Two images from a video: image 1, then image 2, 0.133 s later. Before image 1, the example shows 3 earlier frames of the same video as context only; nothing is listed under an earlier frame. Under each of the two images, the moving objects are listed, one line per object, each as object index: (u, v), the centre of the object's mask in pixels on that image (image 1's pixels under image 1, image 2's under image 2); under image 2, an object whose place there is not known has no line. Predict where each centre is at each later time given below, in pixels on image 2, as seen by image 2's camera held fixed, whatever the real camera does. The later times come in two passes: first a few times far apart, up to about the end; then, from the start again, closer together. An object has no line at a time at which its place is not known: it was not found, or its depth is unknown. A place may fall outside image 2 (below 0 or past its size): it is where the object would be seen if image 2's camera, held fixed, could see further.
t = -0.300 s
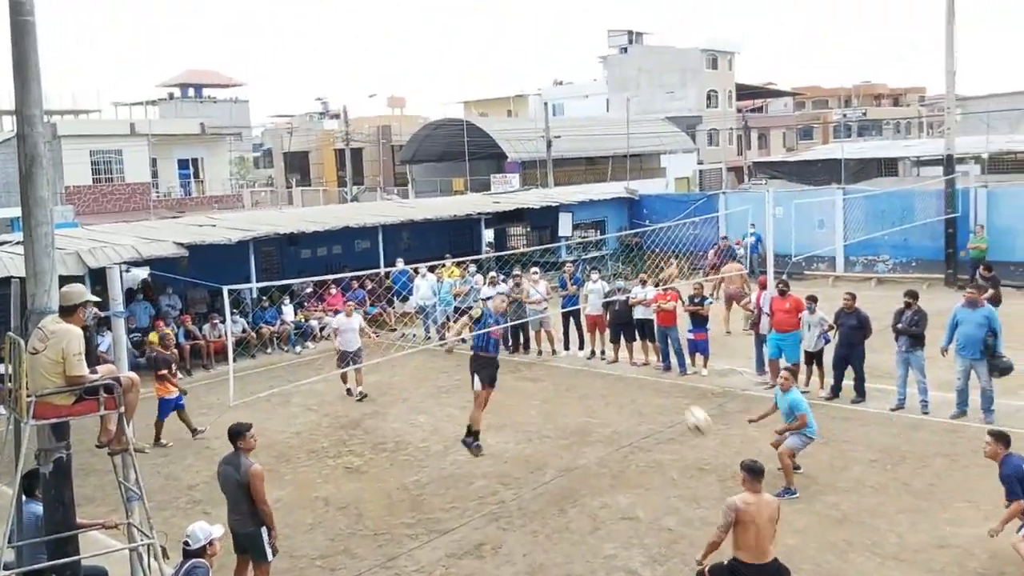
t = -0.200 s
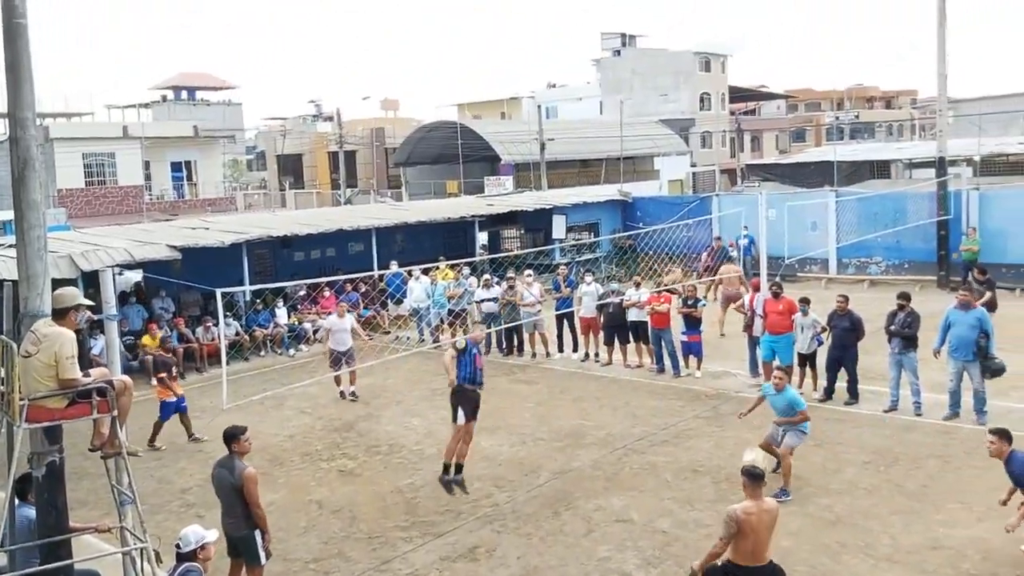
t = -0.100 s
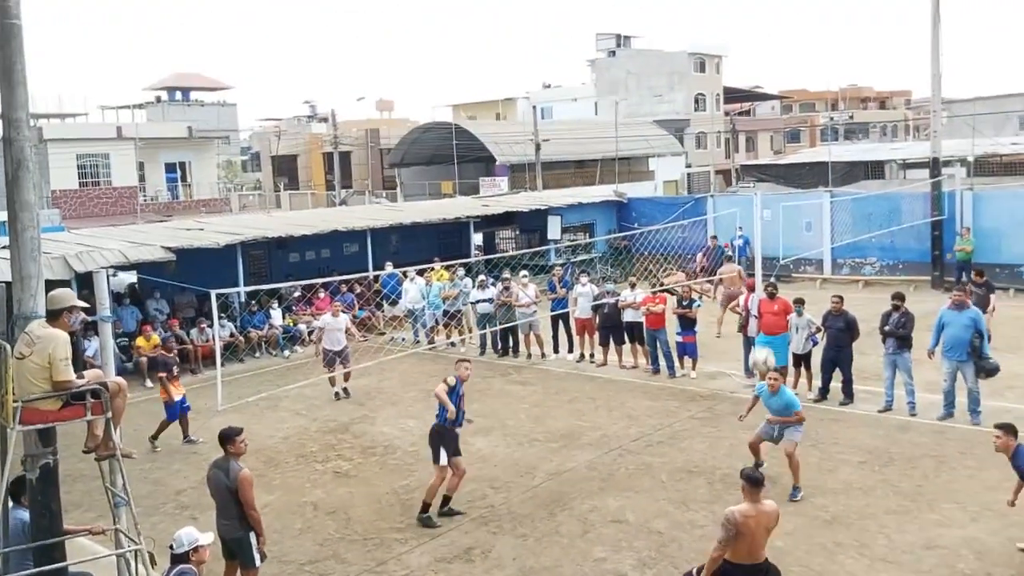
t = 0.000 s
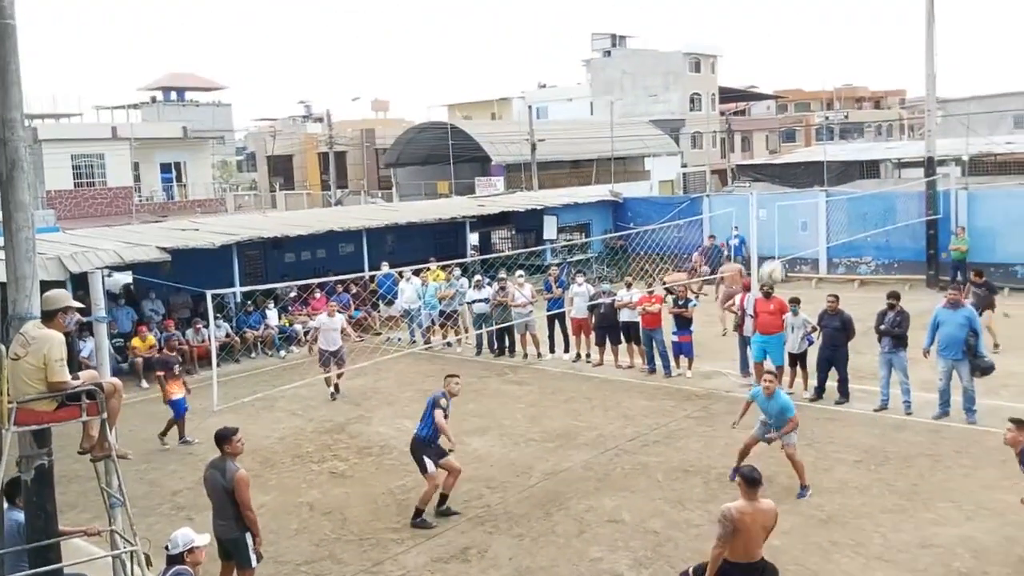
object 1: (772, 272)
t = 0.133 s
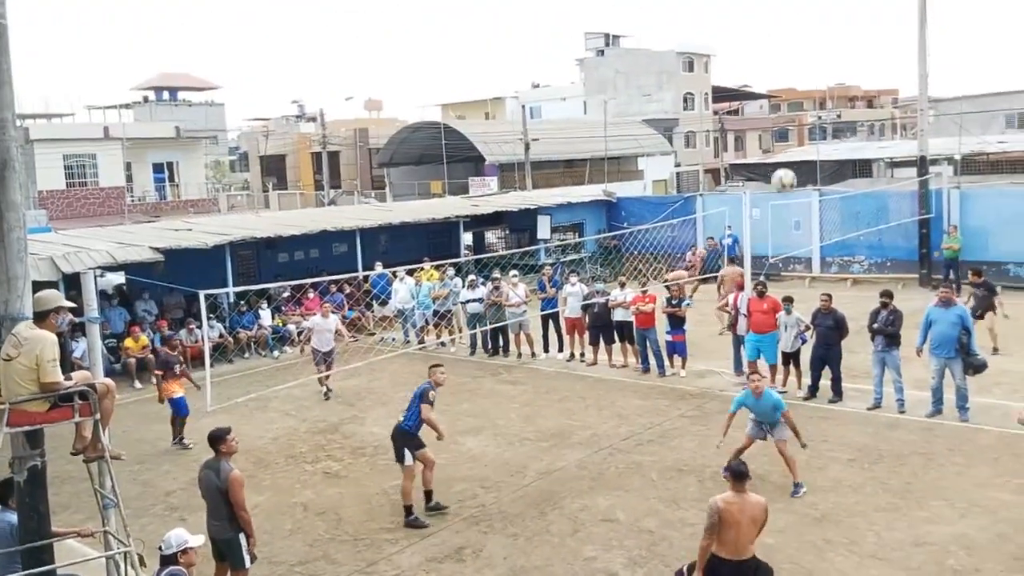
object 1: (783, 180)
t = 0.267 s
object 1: (803, 112)
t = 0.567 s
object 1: (845, 38)
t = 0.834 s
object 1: (879, 44)
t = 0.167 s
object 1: (789, 164)
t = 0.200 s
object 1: (793, 143)
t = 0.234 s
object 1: (798, 128)
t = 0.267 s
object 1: (803, 112)
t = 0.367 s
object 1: (817, 79)
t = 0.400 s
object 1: (822, 68)
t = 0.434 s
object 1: (826, 59)
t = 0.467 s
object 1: (831, 53)
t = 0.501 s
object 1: (835, 46)
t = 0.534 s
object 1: (841, 40)
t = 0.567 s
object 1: (845, 38)
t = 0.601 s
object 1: (849, 35)
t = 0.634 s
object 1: (853, 33)
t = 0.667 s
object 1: (858, 33)
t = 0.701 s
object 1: (862, 33)
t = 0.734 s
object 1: (867, 34)
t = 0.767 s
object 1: (871, 36)
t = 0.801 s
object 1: (875, 40)
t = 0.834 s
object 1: (879, 44)
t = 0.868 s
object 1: (883, 49)
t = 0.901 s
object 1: (887, 55)
